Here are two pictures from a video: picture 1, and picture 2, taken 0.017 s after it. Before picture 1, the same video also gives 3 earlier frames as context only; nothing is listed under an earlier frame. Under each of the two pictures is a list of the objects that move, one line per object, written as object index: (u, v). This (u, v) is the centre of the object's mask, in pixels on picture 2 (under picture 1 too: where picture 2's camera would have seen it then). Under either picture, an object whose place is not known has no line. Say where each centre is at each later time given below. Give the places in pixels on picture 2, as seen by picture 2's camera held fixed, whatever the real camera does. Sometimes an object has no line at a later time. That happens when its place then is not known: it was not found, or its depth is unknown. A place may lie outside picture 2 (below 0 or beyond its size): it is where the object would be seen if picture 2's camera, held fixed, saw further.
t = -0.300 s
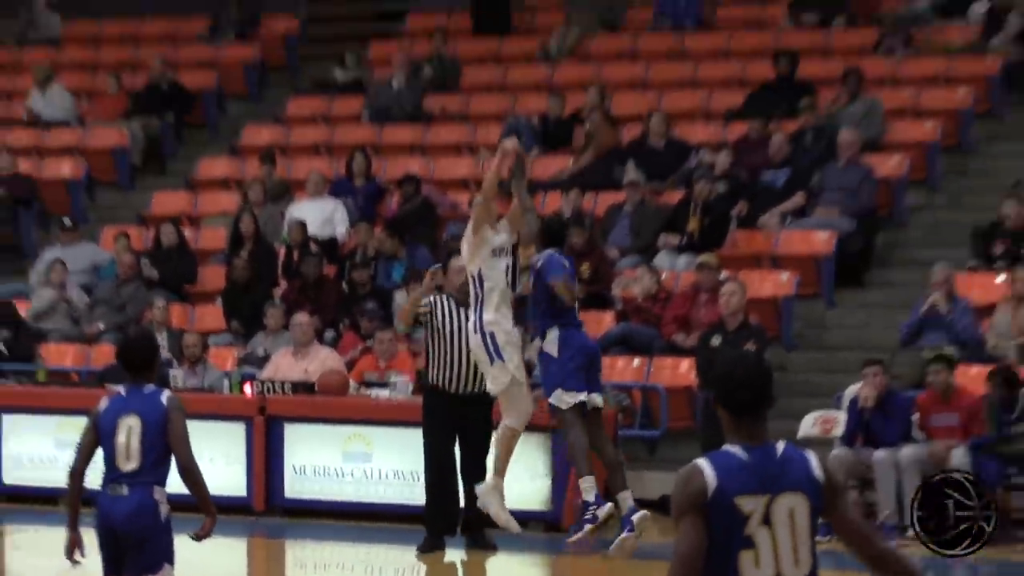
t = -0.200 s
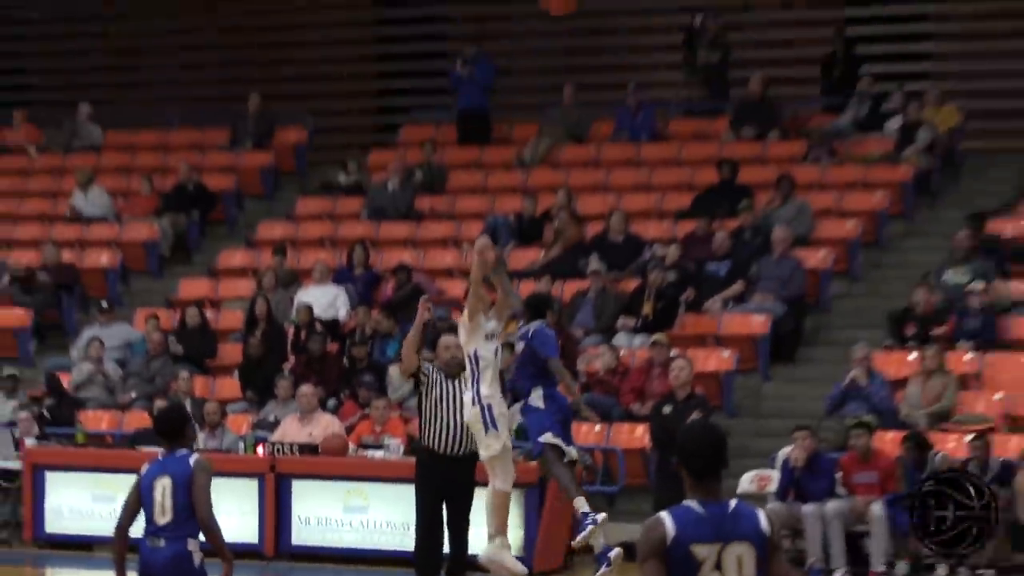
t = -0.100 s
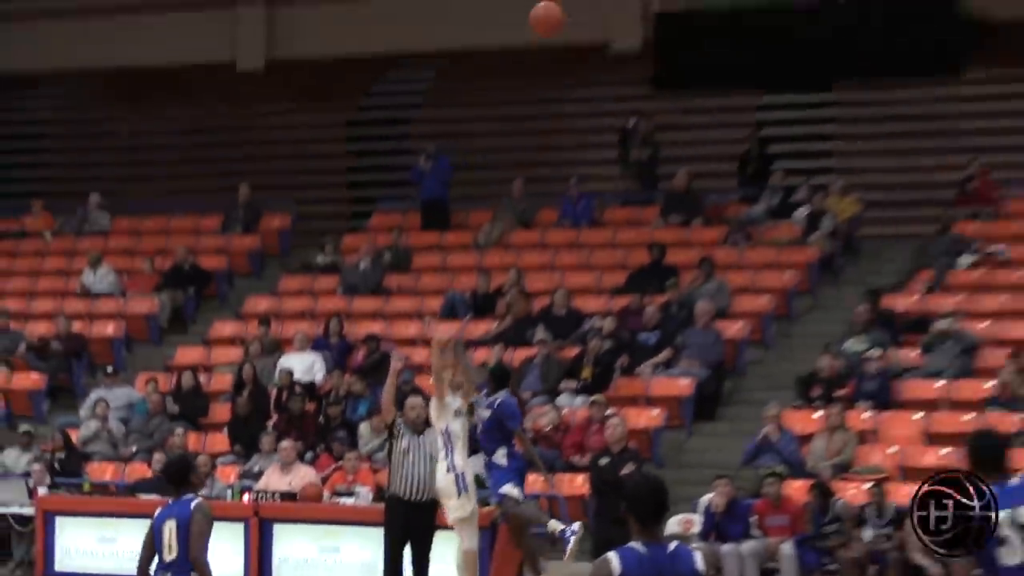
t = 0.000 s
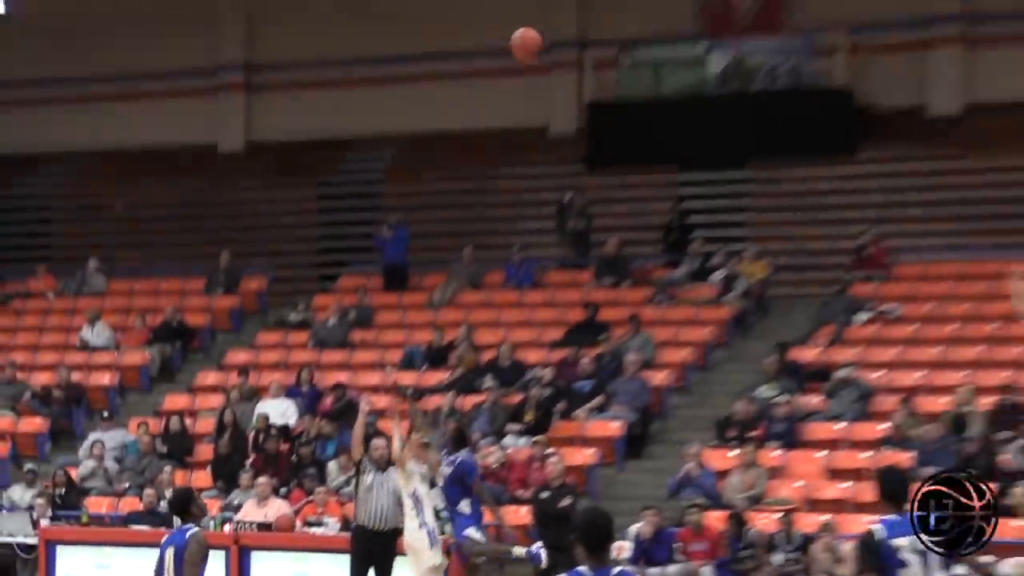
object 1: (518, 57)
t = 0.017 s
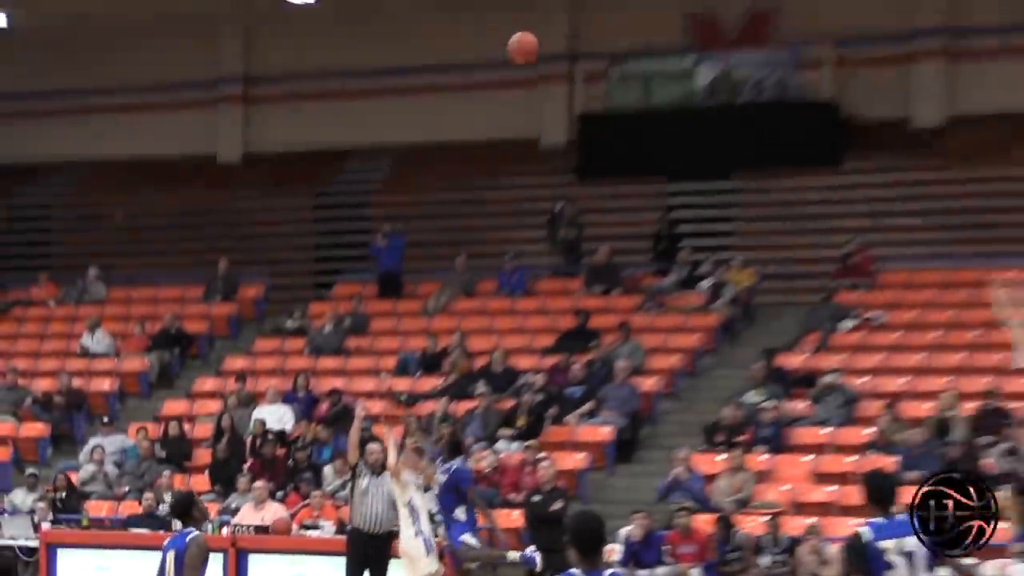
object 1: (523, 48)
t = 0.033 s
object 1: (529, 38)
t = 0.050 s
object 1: (534, 30)
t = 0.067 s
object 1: (540, 21)
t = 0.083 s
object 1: (546, 13)
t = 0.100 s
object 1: (551, 5)
